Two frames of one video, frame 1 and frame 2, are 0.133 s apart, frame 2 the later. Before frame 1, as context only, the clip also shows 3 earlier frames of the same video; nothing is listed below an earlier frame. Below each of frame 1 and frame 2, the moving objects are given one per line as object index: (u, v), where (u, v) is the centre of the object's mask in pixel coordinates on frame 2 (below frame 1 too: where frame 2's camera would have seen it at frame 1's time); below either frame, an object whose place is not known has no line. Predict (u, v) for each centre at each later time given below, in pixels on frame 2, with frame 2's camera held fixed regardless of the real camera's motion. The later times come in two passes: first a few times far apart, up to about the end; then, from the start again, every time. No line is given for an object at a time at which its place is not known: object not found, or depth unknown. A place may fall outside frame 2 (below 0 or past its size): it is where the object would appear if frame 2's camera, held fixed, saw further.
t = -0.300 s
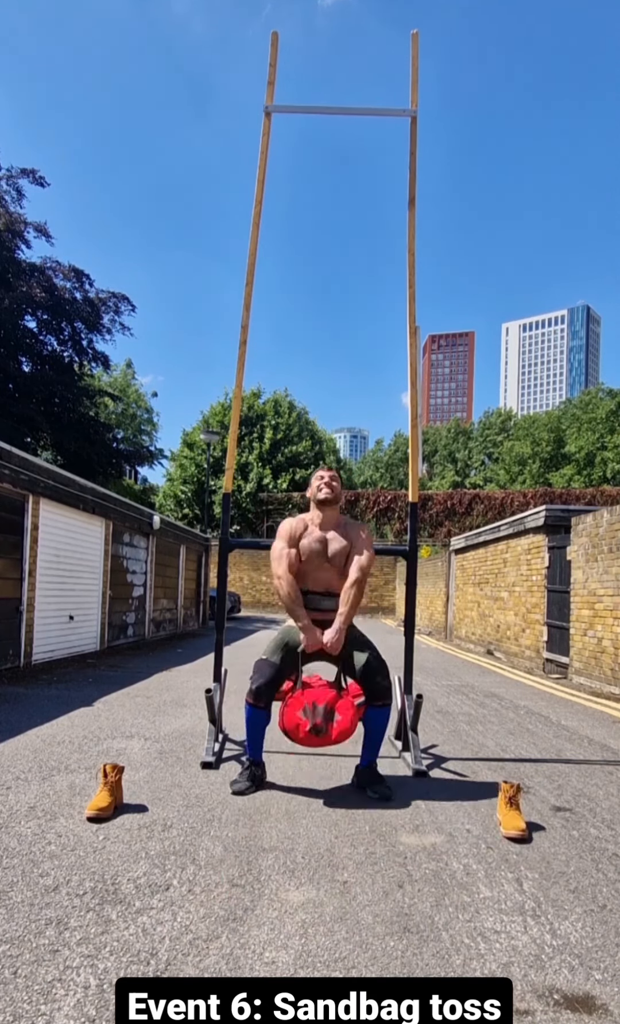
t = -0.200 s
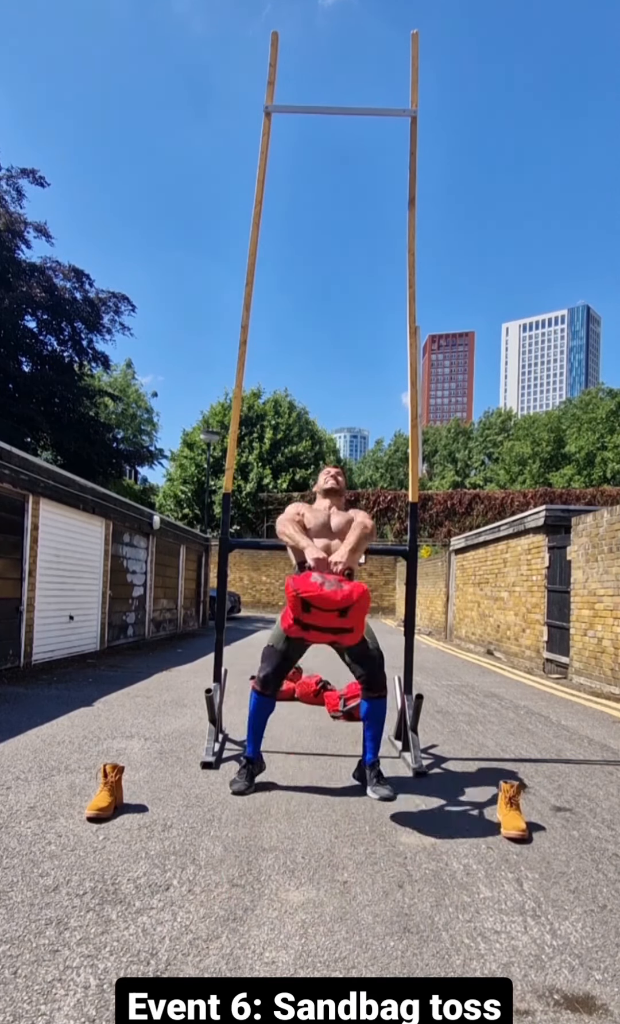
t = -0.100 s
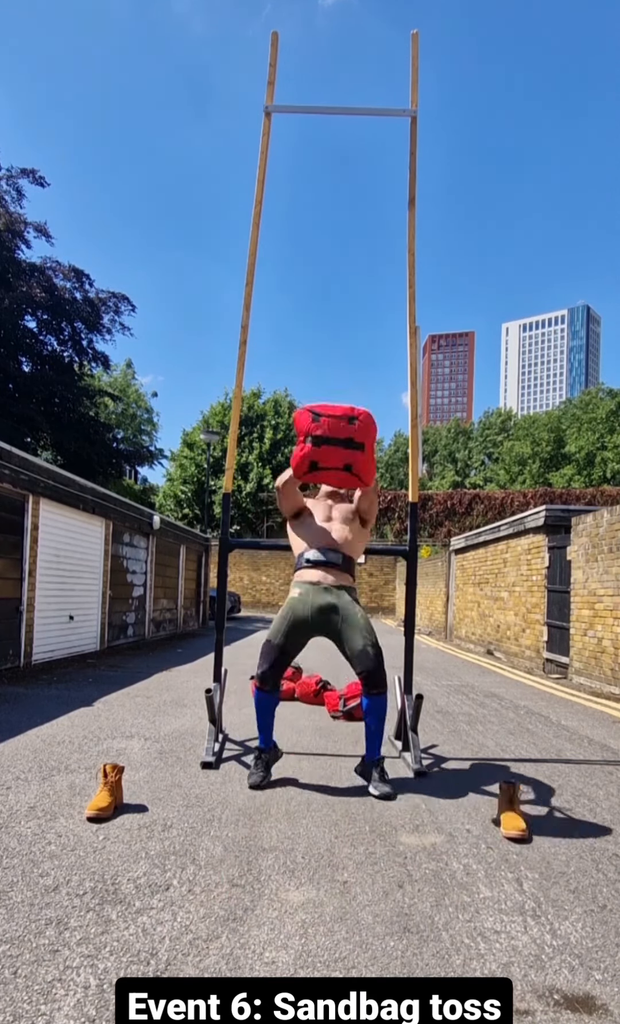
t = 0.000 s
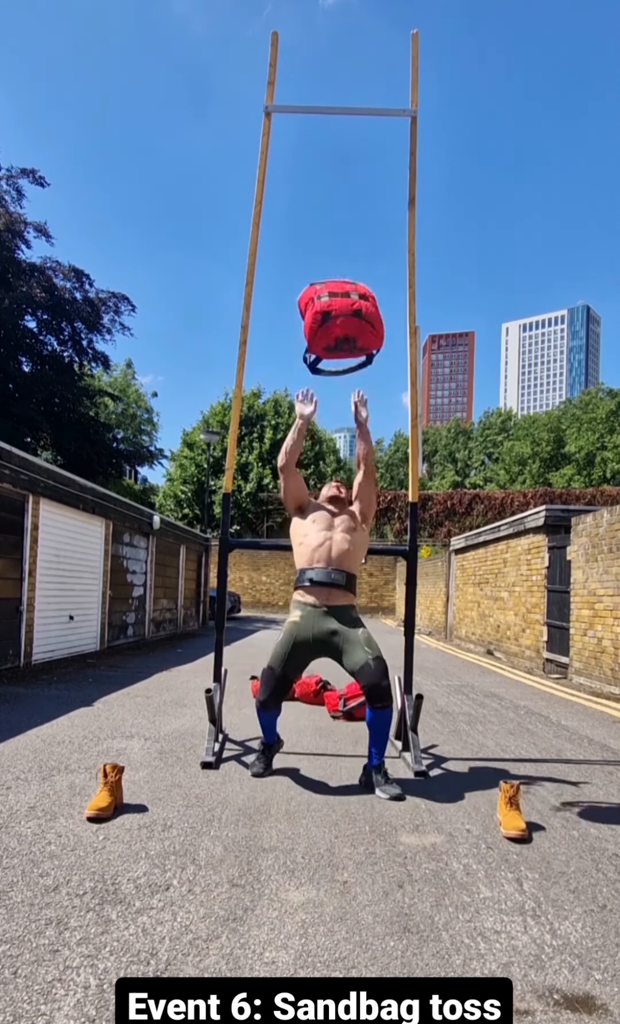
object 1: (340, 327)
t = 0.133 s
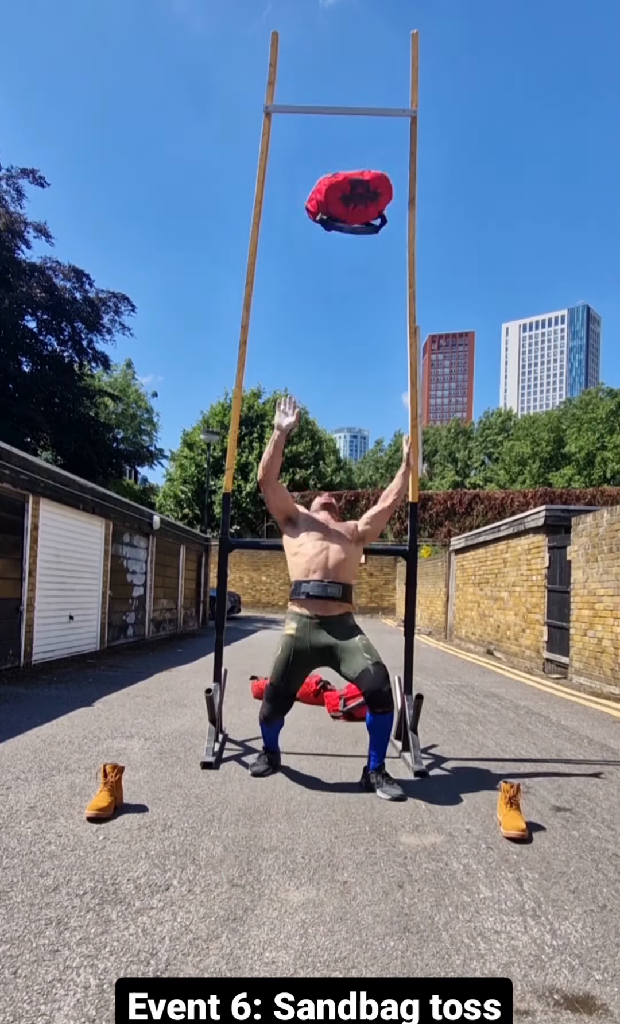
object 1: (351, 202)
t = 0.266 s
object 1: (355, 121)
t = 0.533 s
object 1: (361, 79)
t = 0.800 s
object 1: (356, 159)
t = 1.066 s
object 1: (353, 313)
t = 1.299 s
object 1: (363, 490)
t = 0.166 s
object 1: (352, 176)
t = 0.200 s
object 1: (353, 154)
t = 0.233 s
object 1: (354, 136)
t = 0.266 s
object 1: (355, 121)
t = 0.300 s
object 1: (356, 110)
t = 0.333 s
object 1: (357, 101)
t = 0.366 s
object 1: (358, 94)
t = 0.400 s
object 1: (358, 88)
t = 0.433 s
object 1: (360, 84)
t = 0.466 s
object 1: (361, 80)
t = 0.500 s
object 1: (361, 79)
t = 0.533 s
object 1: (361, 79)
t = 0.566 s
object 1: (360, 82)
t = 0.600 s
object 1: (359, 86)
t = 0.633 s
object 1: (358, 93)
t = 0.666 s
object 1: (357, 101)
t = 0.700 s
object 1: (356, 117)
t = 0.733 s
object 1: (355, 133)
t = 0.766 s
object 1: (355, 152)
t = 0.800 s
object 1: (356, 159)
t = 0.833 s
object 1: (355, 173)
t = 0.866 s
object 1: (355, 189)
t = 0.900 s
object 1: (355, 206)
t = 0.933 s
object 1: (354, 225)
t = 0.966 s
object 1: (354, 244)
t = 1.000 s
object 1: (353, 265)
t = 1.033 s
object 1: (353, 288)
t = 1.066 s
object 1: (353, 313)
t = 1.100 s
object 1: (352, 338)
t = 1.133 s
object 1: (352, 364)
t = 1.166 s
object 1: (352, 390)
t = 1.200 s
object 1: (351, 416)
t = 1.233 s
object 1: (353, 439)
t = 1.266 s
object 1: (362, 461)
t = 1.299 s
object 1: (363, 490)
